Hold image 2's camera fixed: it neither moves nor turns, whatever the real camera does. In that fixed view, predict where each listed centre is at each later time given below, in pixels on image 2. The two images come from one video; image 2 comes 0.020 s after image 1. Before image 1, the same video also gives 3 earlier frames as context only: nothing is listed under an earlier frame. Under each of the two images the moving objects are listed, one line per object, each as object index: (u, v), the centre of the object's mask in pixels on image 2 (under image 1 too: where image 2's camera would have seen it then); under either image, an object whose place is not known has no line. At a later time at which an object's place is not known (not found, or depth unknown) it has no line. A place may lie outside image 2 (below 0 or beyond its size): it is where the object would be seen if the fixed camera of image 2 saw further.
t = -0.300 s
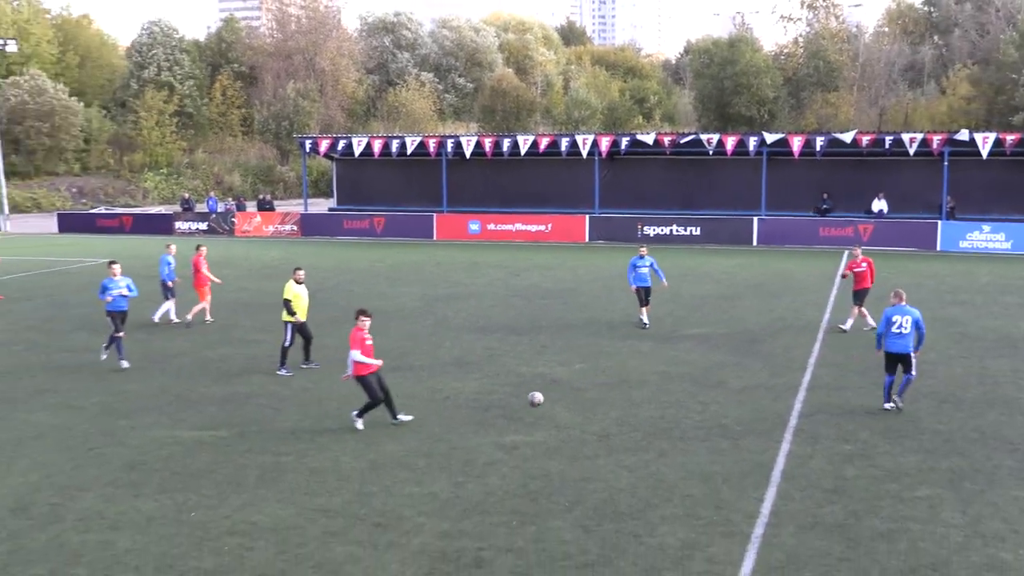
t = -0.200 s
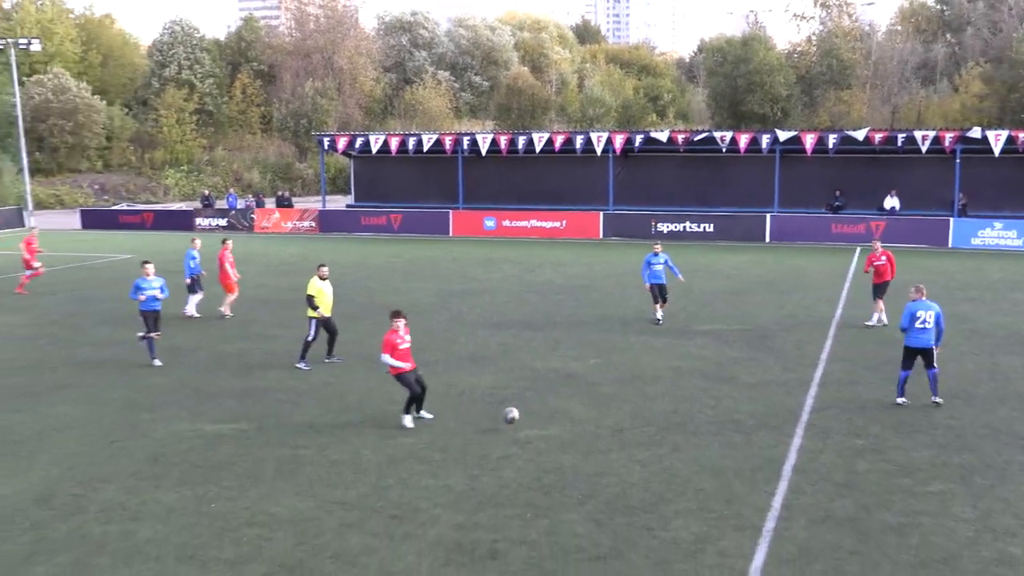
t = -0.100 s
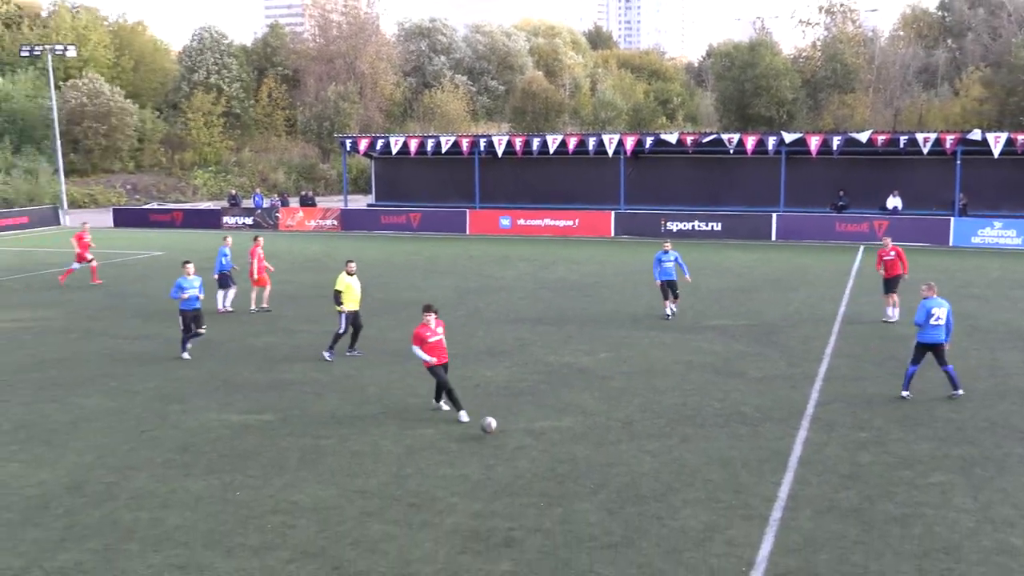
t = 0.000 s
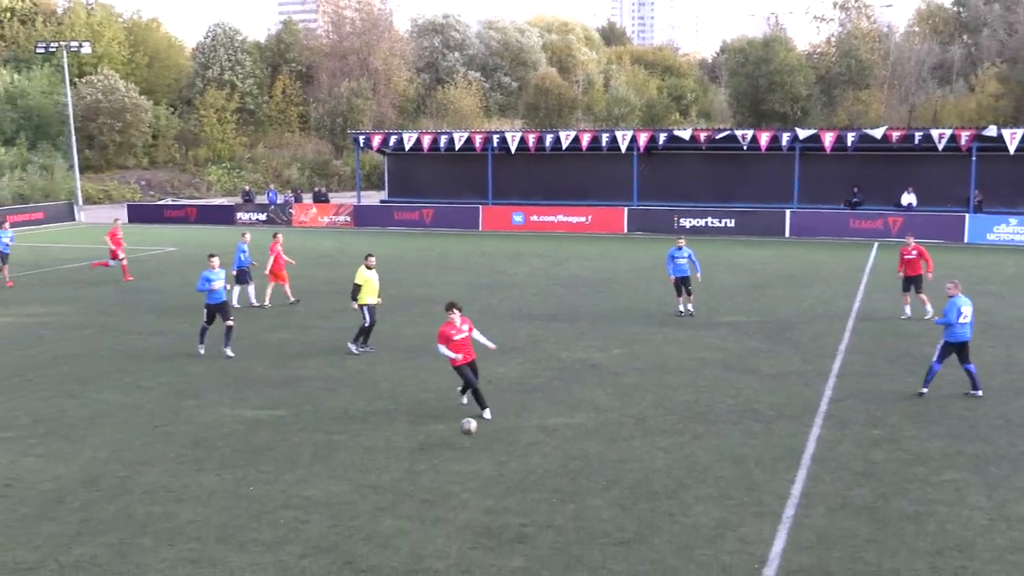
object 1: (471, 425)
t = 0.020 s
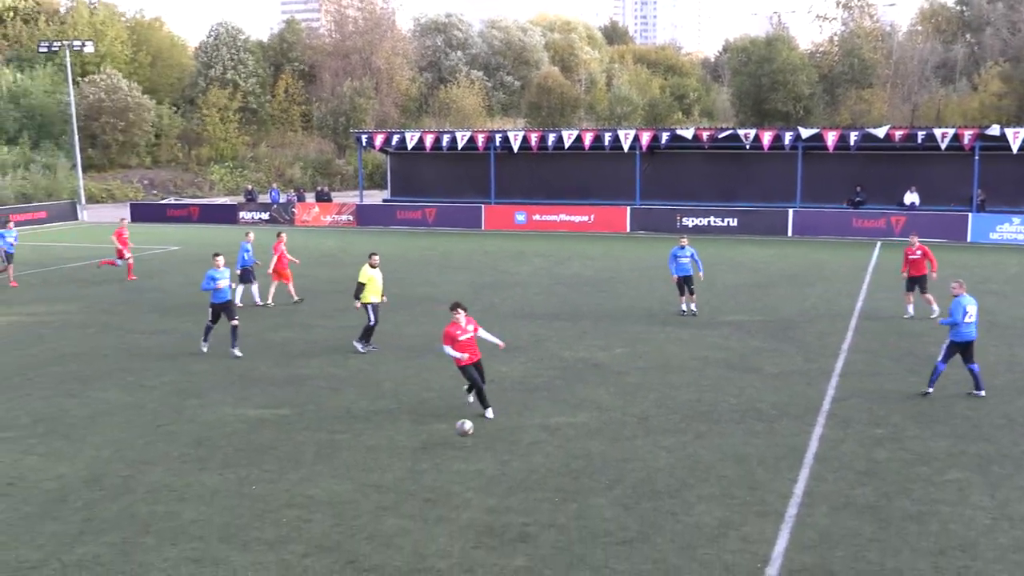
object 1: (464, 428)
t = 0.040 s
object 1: (458, 430)
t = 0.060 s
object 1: (451, 433)
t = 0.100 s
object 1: (437, 440)
